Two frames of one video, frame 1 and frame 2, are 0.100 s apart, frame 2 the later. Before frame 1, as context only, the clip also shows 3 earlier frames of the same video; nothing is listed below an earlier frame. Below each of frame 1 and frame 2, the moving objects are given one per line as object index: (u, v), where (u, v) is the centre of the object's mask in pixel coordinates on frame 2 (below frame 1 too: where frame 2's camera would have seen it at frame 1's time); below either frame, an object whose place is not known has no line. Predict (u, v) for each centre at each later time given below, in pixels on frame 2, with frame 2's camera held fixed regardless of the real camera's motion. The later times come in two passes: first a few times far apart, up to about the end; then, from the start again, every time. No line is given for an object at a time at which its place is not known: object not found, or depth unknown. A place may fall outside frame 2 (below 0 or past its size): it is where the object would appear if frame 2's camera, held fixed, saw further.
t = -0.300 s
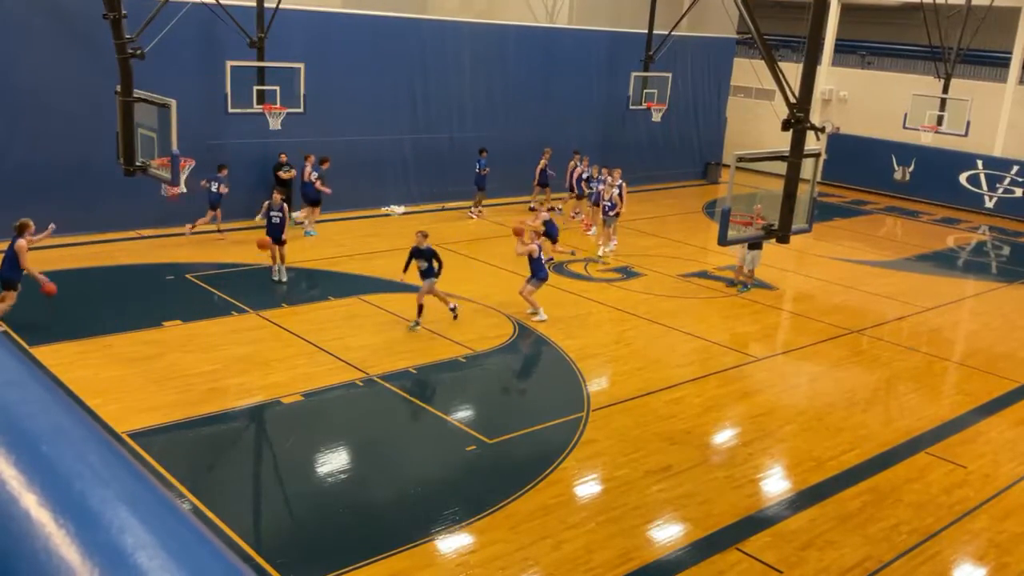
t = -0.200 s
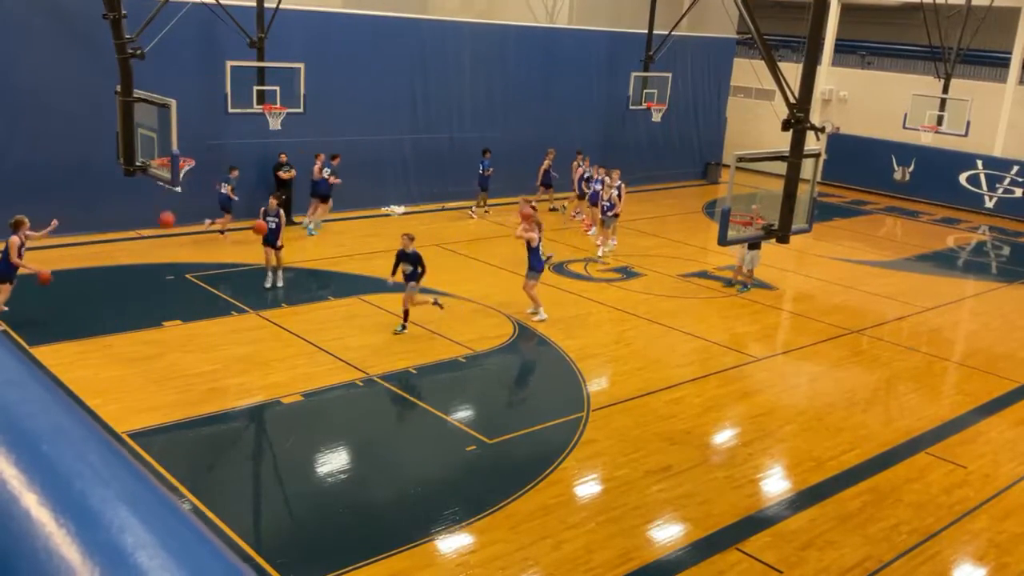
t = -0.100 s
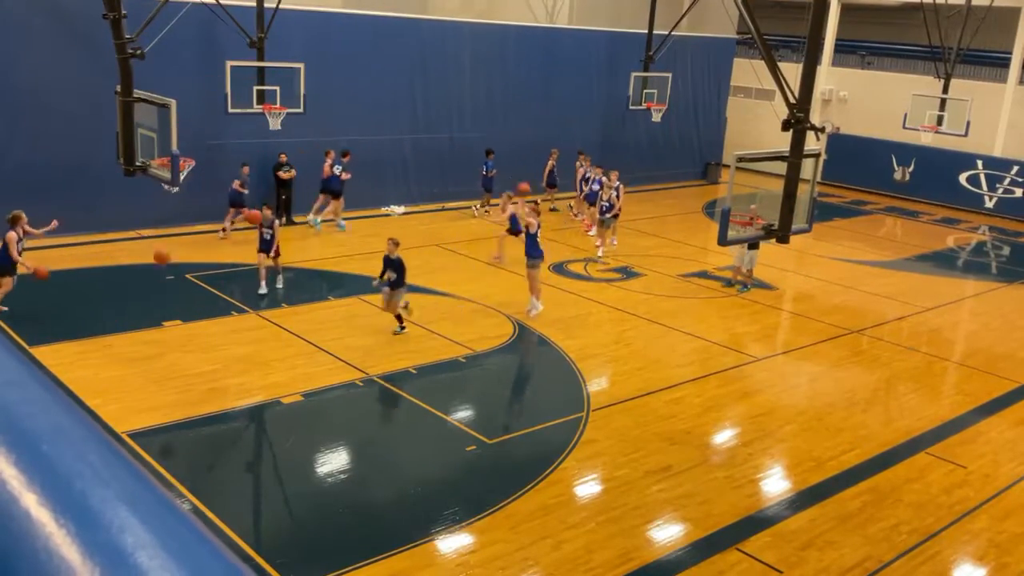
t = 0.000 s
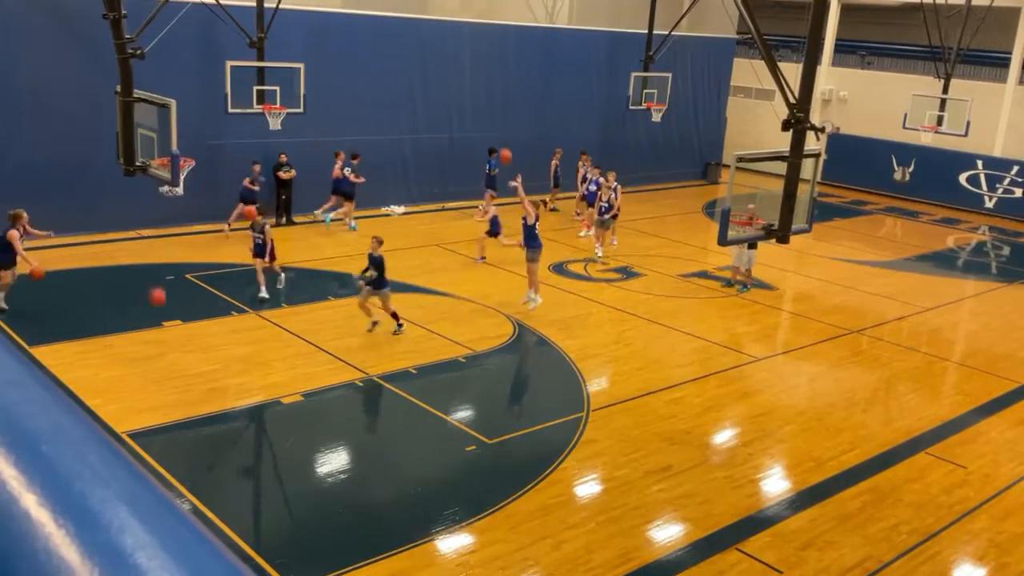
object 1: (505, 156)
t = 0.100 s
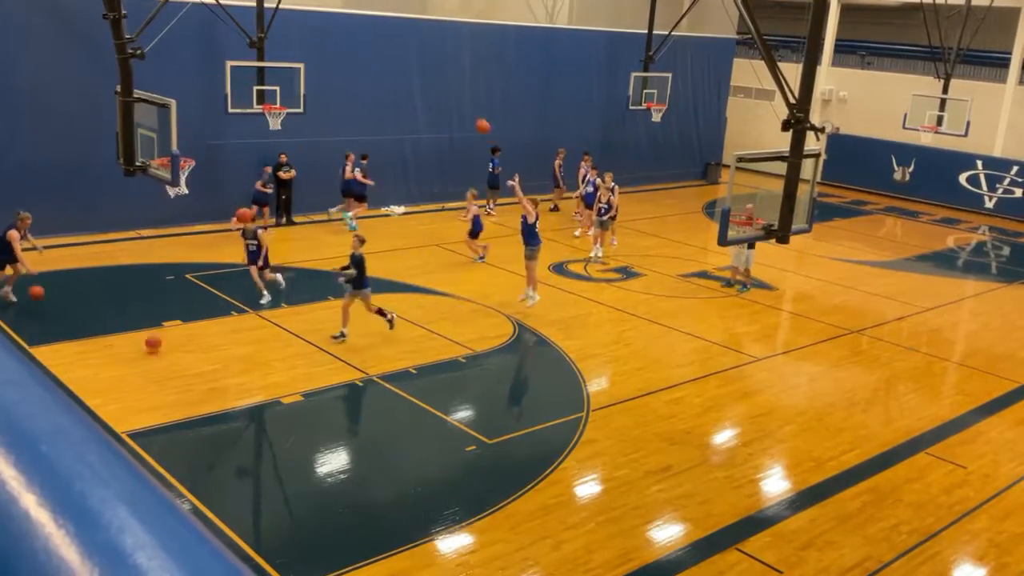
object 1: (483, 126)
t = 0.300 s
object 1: (434, 80)
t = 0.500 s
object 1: (379, 55)
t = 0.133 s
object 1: (475, 117)
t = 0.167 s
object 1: (469, 109)
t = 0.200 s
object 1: (460, 101)
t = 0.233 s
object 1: (451, 93)
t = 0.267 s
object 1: (443, 86)
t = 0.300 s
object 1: (434, 80)
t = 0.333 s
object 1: (425, 74)
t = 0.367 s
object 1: (416, 69)
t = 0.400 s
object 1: (407, 65)
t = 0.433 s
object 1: (398, 60)
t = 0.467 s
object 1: (388, 57)
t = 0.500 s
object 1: (379, 55)
